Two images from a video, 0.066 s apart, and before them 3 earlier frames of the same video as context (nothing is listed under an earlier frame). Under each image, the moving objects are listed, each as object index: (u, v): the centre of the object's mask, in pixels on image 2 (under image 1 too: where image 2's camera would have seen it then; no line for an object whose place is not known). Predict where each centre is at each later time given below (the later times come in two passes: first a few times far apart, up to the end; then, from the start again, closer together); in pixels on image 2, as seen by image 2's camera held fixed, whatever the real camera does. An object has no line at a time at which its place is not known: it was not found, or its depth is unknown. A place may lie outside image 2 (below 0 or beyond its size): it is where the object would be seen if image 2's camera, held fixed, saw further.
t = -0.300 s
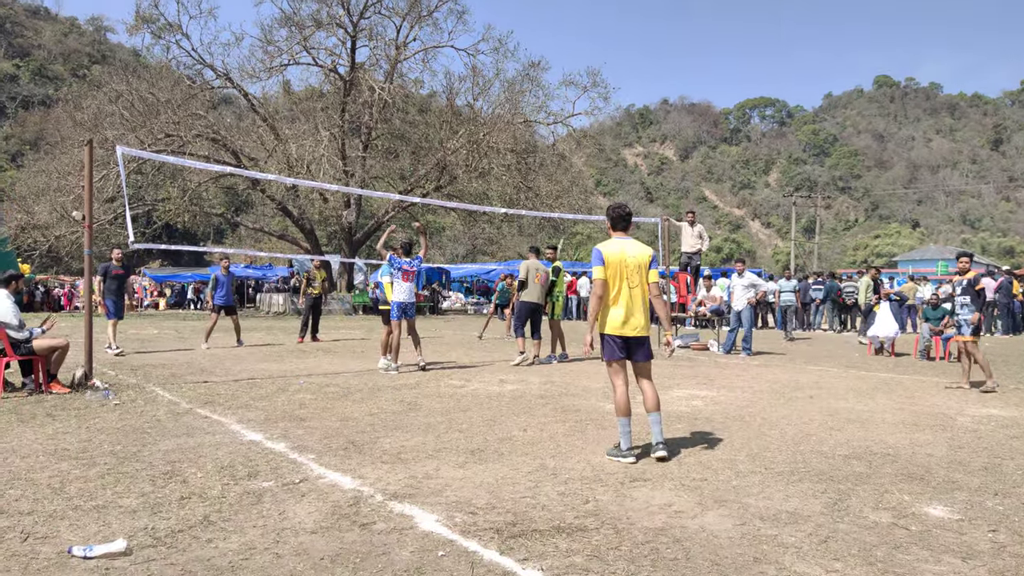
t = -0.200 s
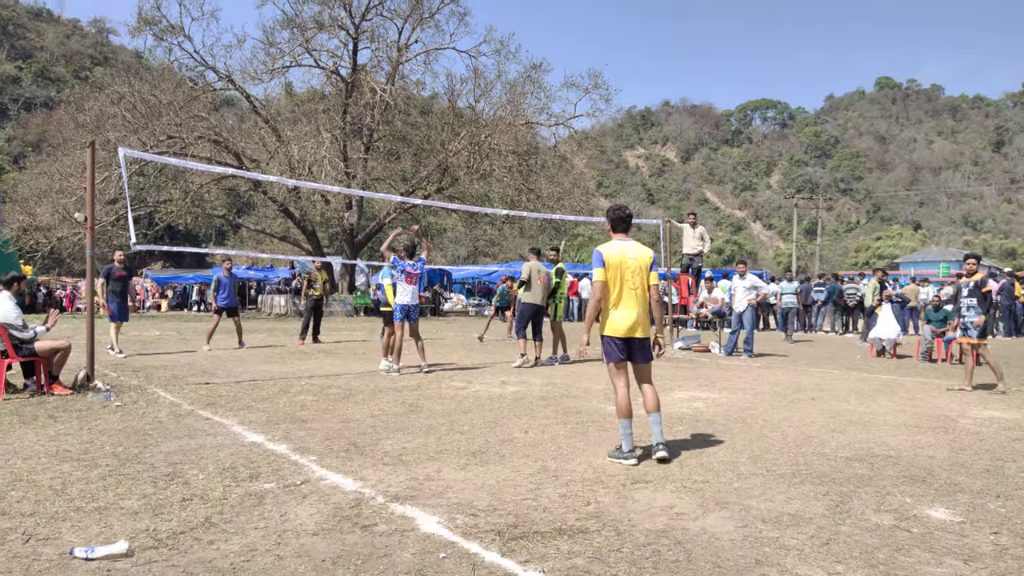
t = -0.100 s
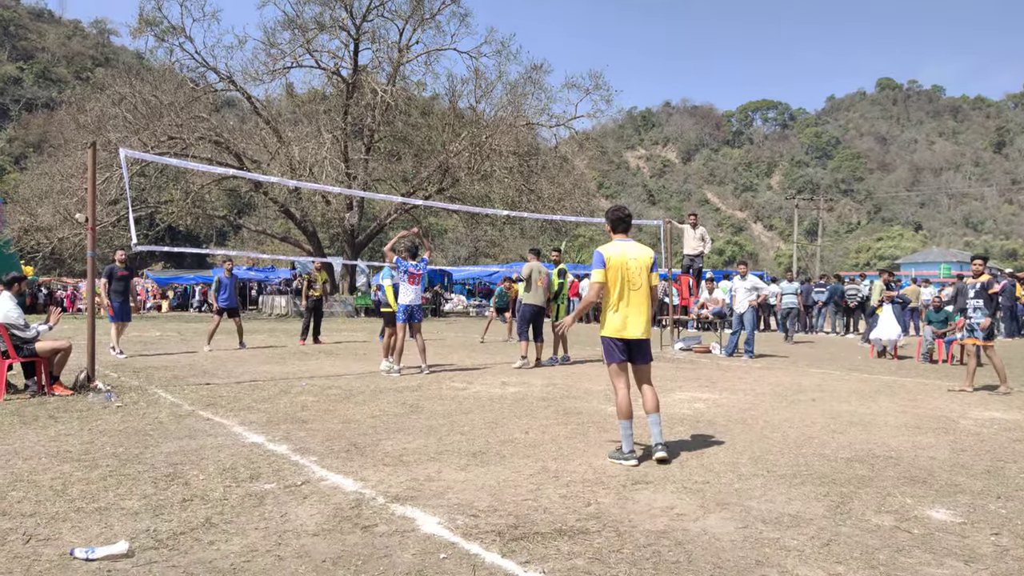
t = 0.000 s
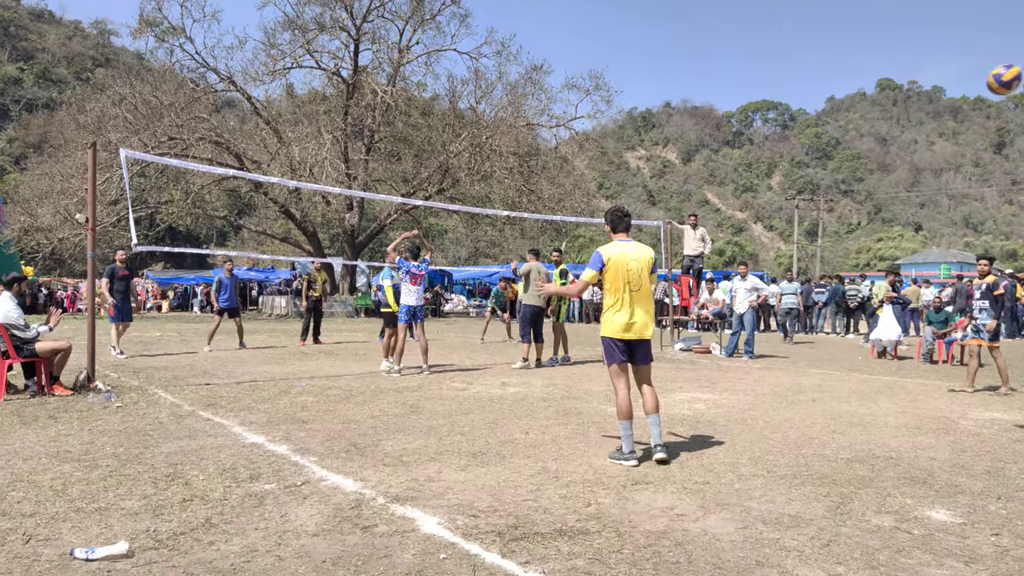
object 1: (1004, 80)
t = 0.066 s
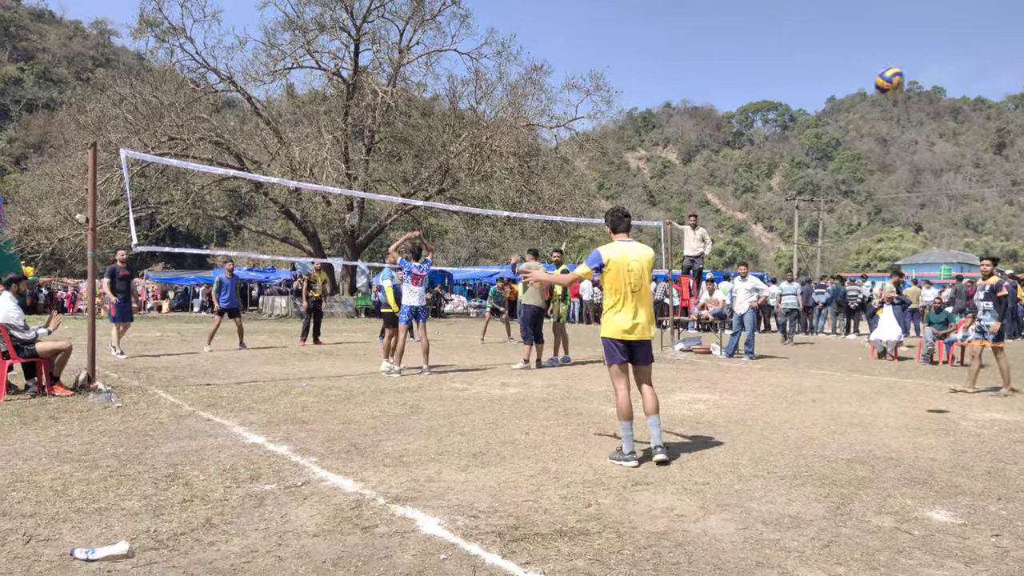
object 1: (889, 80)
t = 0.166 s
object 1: (764, 93)
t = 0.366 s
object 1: (614, 132)
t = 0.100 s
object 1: (842, 85)
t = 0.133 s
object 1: (800, 88)
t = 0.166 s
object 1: (764, 93)
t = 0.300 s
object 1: (654, 119)
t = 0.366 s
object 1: (614, 132)
